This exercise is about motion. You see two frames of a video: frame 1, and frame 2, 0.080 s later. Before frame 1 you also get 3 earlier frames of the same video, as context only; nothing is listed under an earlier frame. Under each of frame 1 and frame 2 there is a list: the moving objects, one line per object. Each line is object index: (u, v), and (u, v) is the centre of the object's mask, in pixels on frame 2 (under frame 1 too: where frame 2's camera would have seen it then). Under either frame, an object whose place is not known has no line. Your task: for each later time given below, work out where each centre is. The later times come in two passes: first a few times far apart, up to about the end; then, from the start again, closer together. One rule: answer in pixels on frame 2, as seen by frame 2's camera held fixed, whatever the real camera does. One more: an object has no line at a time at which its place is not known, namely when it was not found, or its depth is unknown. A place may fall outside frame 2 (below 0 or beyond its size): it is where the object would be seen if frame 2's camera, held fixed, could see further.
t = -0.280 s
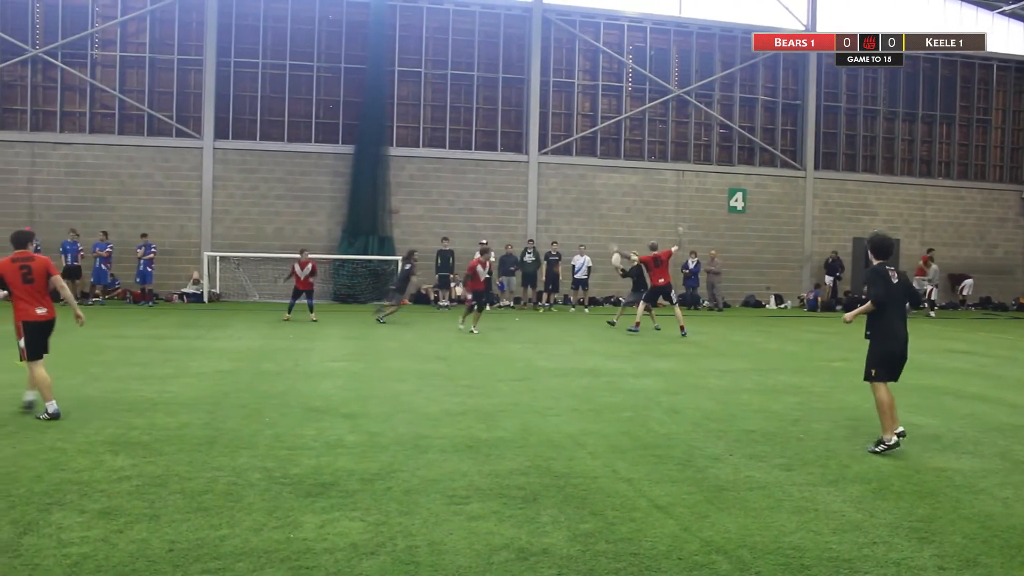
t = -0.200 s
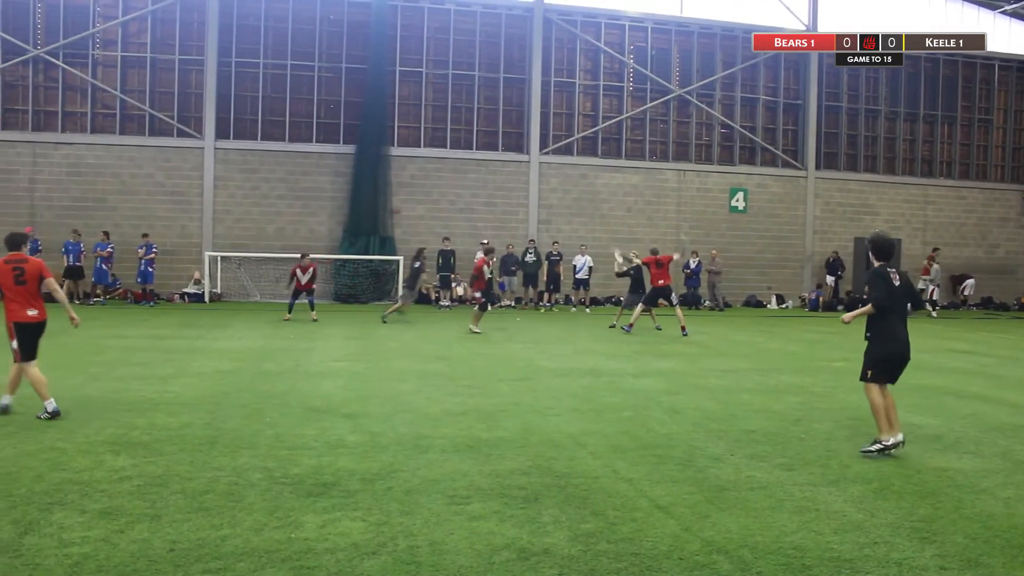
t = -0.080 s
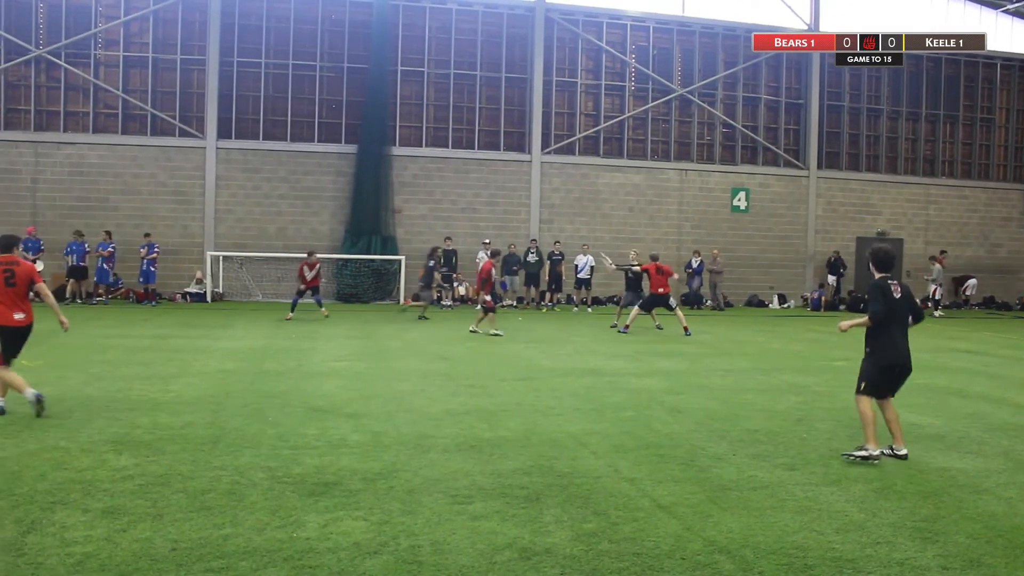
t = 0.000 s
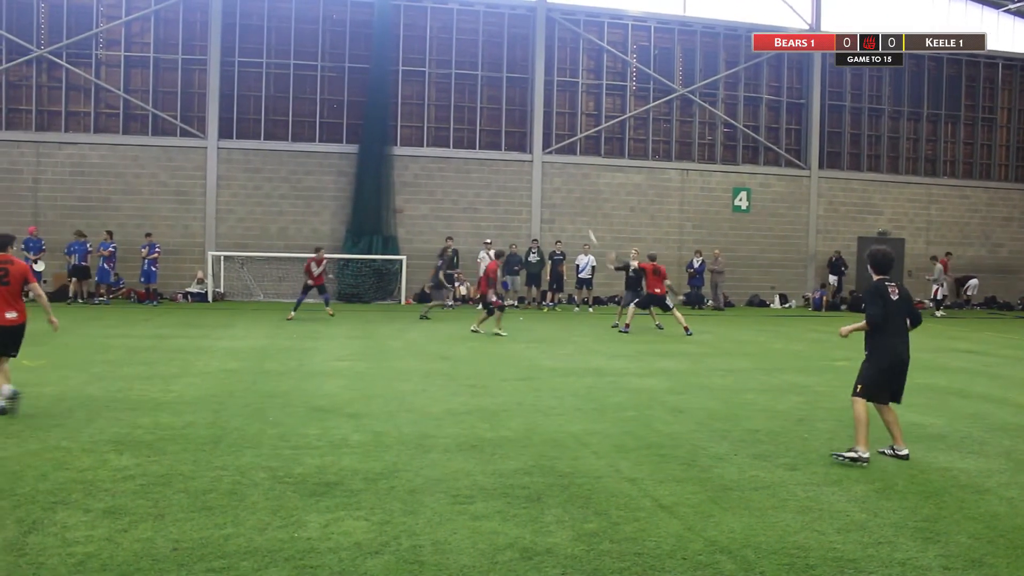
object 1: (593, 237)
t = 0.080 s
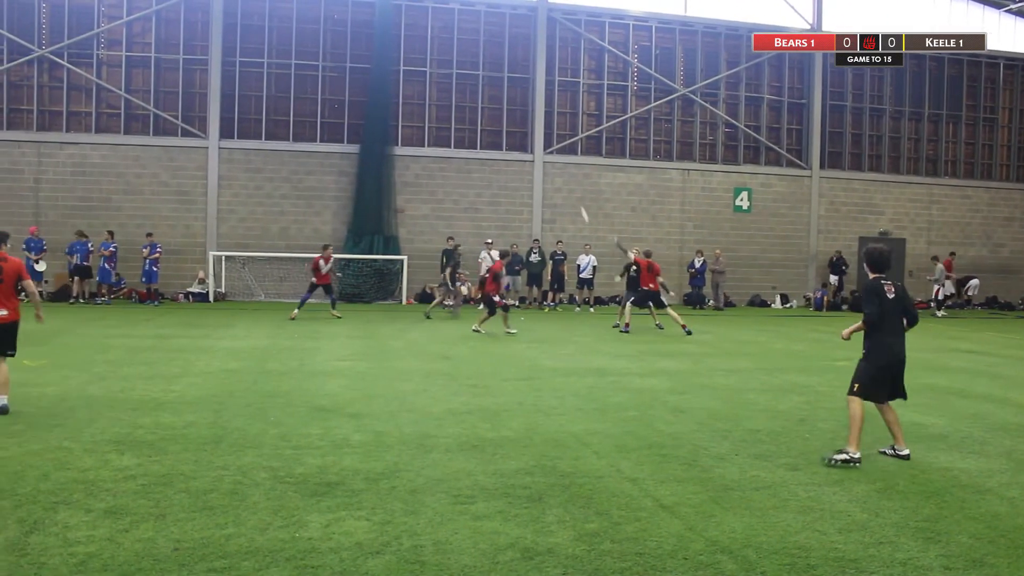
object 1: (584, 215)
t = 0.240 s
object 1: (570, 171)
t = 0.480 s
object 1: (558, 112)
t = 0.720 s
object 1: (555, 71)
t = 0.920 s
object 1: (562, 55)
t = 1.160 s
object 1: (593, 72)
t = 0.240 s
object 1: (570, 171)
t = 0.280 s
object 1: (568, 160)
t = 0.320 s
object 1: (565, 149)
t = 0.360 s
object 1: (563, 140)
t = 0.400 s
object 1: (561, 130)
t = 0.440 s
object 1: (559, 122)
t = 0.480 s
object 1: (558, 112)
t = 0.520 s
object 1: (557, 104)
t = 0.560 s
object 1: (556, 97)
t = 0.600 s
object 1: (555, 89)
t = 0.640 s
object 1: (555, 83)
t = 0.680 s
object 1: (555, 76)
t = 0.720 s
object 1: (555, 71)
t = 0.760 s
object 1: (556, 66)
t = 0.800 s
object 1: (557, 62)
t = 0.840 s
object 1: (558, 59)
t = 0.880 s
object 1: (560, 56)
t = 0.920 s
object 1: (562, 55)
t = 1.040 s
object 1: (574, 57)
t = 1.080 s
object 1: (580, 61)
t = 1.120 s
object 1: (586, 66)
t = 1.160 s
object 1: (593, 72)
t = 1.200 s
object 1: (602, 81)
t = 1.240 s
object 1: (612, 92)
